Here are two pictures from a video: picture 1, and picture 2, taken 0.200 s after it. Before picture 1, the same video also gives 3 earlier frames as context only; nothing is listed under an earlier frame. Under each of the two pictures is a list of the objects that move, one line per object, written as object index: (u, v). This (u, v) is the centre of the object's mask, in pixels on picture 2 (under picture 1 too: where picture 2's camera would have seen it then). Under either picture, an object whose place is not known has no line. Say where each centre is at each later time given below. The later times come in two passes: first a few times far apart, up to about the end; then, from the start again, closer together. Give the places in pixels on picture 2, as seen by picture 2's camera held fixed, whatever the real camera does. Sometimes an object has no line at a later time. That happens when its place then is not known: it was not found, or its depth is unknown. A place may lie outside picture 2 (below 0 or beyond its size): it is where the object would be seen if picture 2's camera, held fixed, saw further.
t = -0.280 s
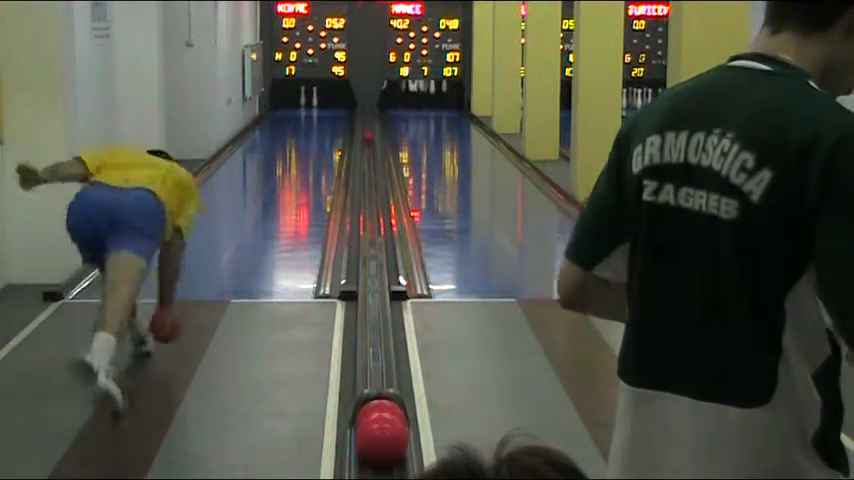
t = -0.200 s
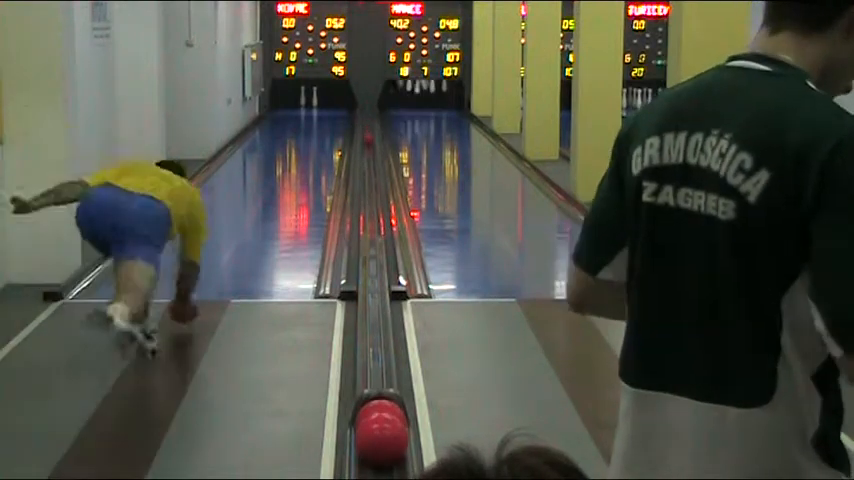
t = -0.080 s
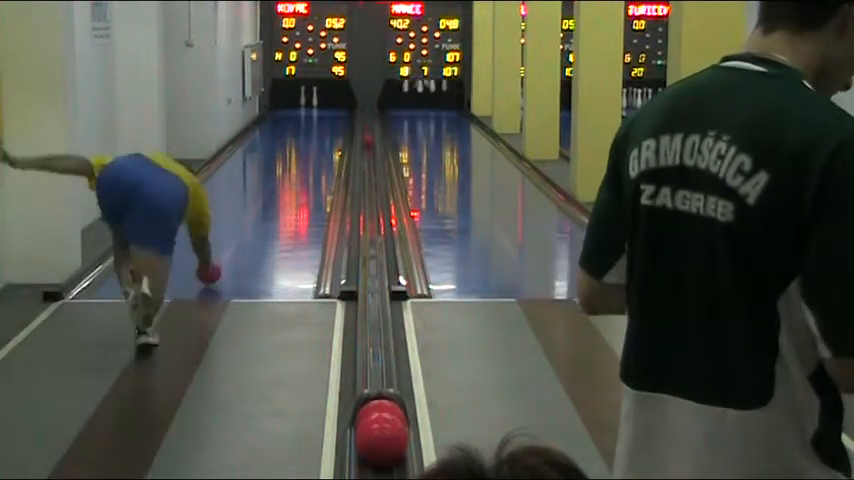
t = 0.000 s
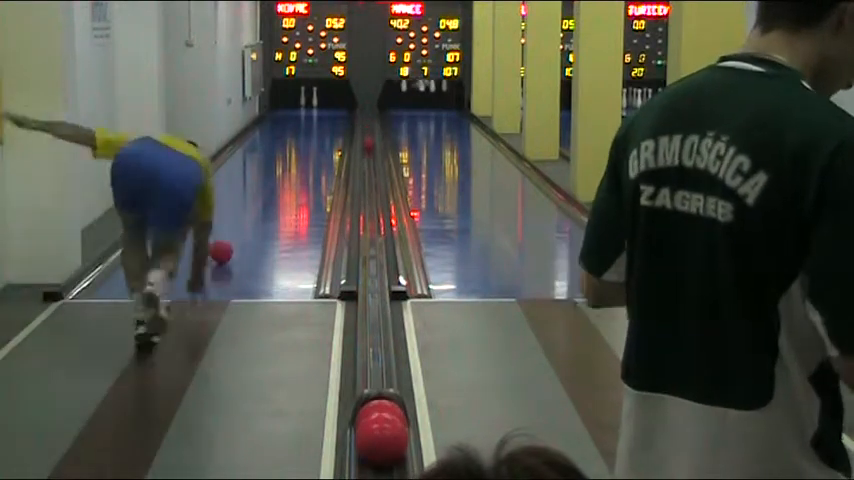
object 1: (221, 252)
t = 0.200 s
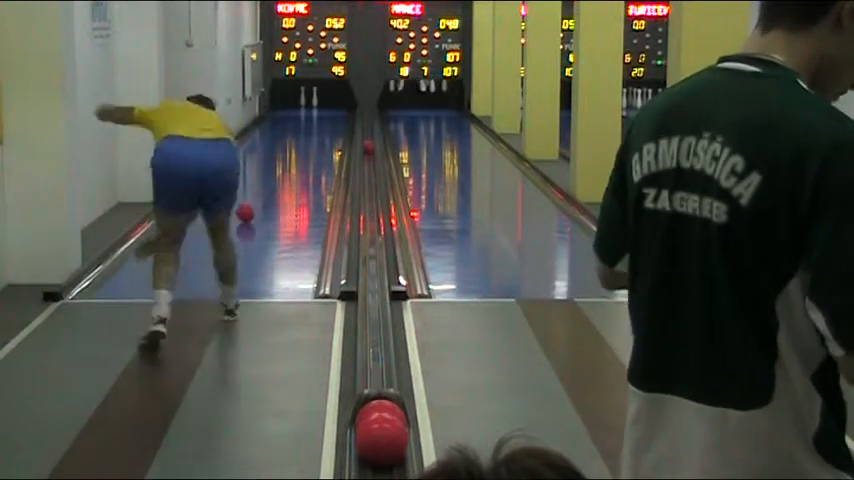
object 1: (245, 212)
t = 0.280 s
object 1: (253, 201)
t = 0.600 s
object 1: (274, 166)
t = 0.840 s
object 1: (286, 147)
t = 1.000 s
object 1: (291, 140)
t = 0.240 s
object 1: (249, 206)
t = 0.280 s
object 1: (253, 201)
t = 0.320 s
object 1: (257, 196)
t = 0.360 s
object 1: (259, 191)
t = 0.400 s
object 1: (261, 187)
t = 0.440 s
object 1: (264, 182)
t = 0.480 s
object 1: (266, 178)
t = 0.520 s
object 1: (270, 173)
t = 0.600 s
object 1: (274, 166)
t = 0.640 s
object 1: (275, 164)
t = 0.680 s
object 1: (276, 161)
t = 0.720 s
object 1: (280, 154)
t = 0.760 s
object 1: (283, 151)
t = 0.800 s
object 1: (283, 149)
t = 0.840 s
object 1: (286, 147)
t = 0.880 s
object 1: (287, 145)
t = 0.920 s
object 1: (289, 143)
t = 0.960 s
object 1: (289, 140)
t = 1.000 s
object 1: (291, 140)
